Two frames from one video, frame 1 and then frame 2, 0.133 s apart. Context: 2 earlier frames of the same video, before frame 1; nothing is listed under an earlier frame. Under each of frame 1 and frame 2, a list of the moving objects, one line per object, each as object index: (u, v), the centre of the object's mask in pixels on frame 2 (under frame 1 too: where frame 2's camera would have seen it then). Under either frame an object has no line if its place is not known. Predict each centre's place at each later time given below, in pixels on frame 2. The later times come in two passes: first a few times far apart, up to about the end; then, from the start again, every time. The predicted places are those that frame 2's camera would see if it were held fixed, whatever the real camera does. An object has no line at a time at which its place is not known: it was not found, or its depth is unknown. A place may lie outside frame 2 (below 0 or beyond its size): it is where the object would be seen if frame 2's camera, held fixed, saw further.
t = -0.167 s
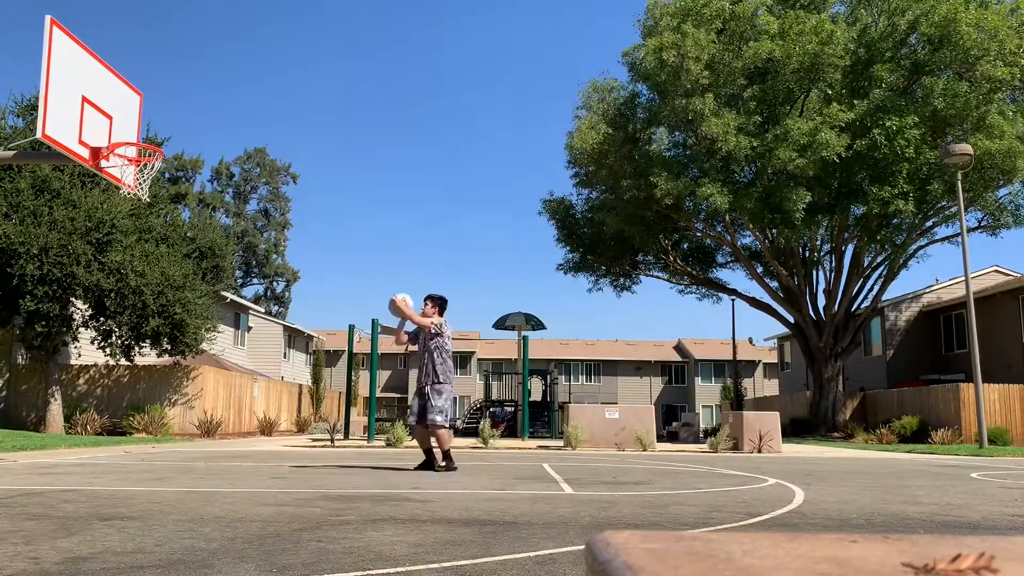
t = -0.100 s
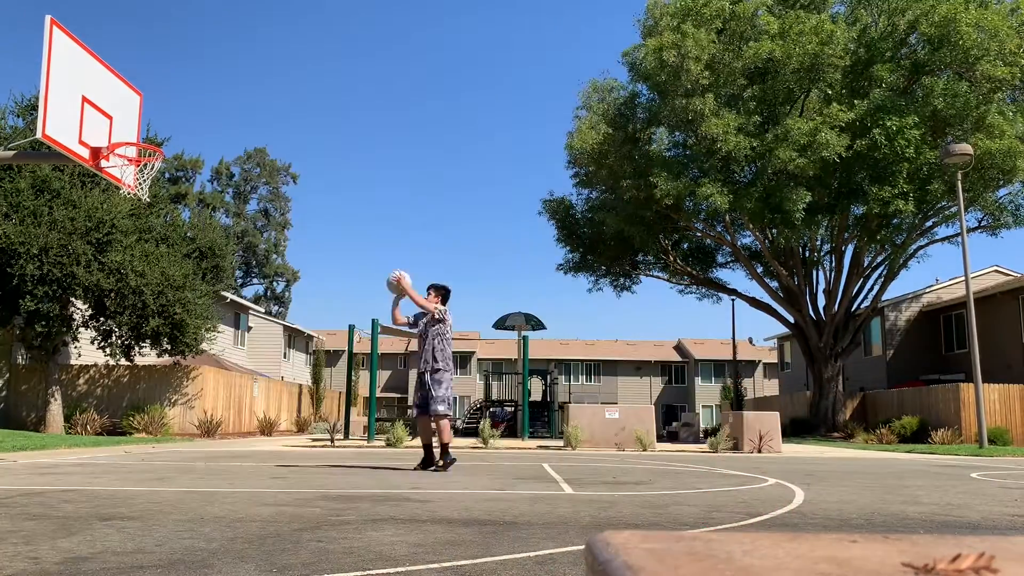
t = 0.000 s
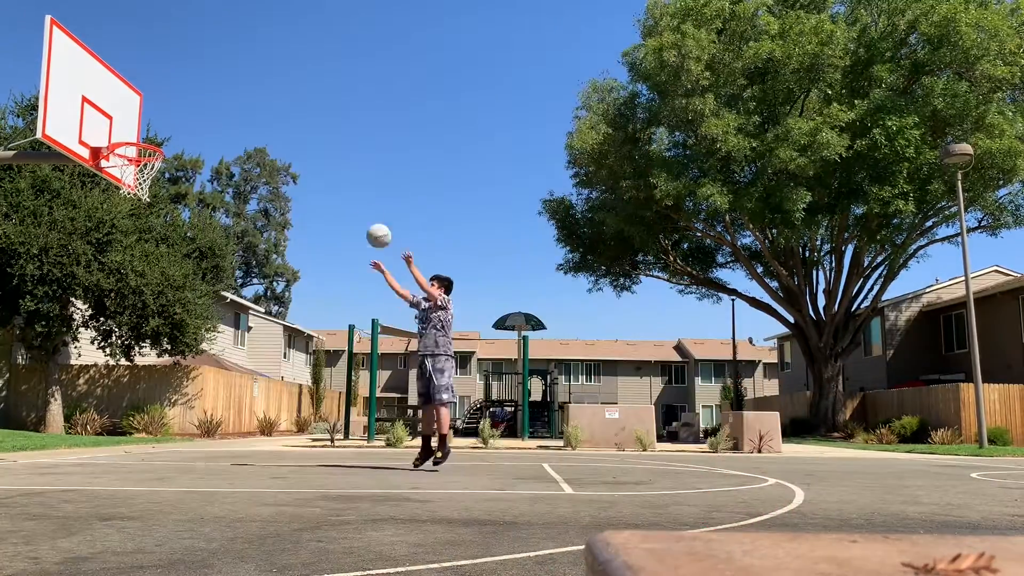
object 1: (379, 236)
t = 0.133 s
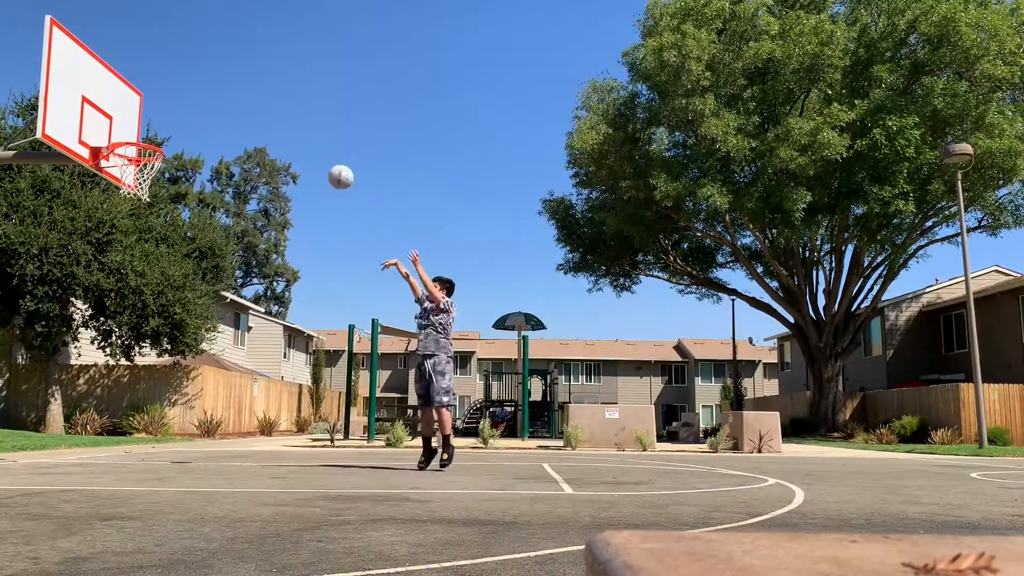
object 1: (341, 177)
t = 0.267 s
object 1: (303, 135)
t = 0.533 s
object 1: (224, 103)
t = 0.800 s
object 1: (141, 137)
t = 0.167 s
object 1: (331, 165)
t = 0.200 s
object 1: (322, 154)
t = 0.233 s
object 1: (312, 144)
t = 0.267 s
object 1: (303, 135)
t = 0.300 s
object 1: (293, 127)
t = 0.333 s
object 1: (284, 121)
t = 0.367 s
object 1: (274, 115)
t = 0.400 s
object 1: (264, 110)
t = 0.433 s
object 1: (254, 107)
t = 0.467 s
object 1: (244, 105)
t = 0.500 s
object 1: (234, 103)
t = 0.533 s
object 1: (224, 103)
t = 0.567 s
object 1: (214, 103)
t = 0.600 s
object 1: (204, 105)
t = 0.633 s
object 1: (193, 108)
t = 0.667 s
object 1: (183, 113)
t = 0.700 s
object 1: (172, 118)
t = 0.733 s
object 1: (162, 124)
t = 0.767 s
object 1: (152, 132)
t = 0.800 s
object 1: (141, 137)
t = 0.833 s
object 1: (129, 154)
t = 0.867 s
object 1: (121, 161)
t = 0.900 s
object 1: (118, 171)
